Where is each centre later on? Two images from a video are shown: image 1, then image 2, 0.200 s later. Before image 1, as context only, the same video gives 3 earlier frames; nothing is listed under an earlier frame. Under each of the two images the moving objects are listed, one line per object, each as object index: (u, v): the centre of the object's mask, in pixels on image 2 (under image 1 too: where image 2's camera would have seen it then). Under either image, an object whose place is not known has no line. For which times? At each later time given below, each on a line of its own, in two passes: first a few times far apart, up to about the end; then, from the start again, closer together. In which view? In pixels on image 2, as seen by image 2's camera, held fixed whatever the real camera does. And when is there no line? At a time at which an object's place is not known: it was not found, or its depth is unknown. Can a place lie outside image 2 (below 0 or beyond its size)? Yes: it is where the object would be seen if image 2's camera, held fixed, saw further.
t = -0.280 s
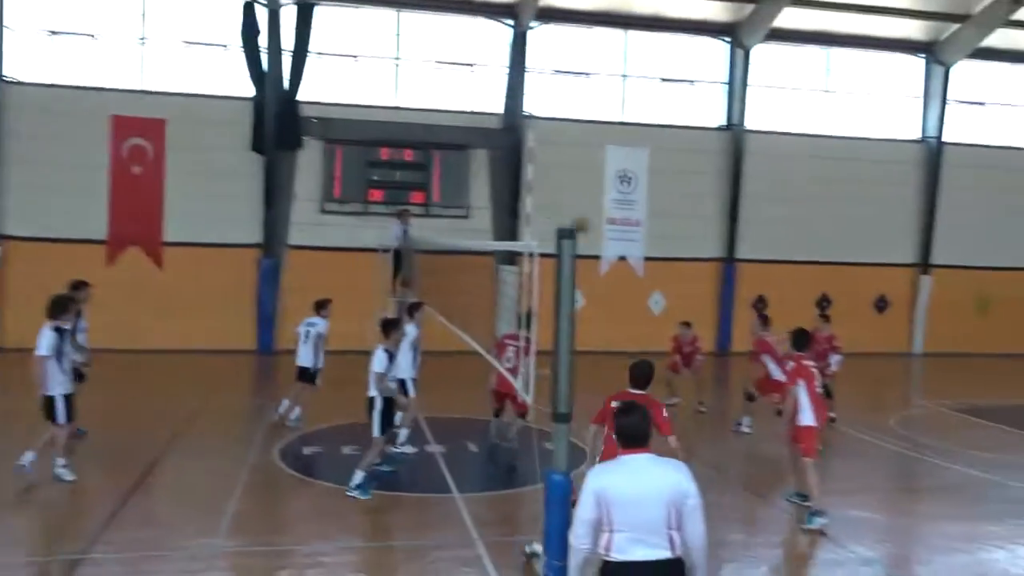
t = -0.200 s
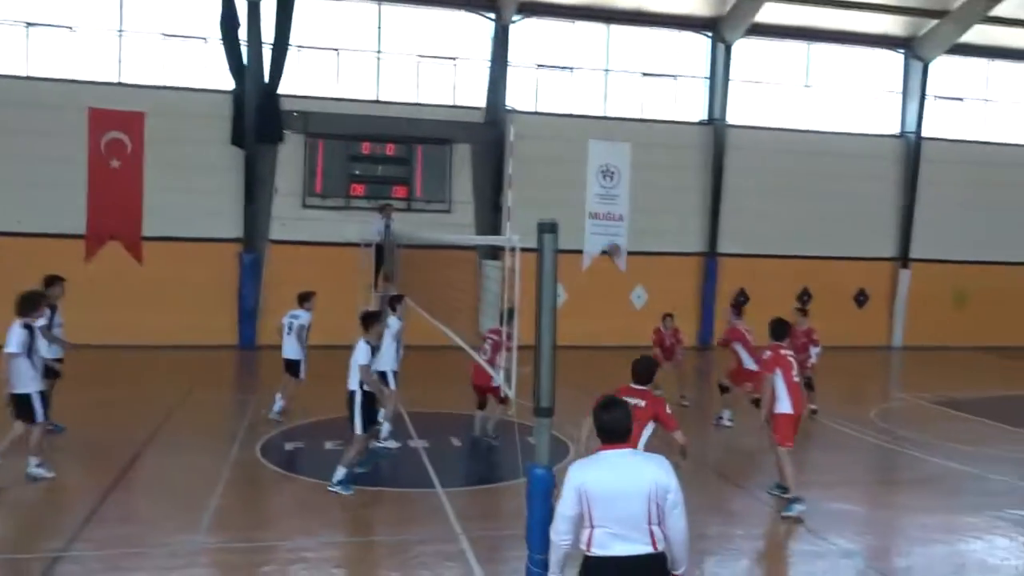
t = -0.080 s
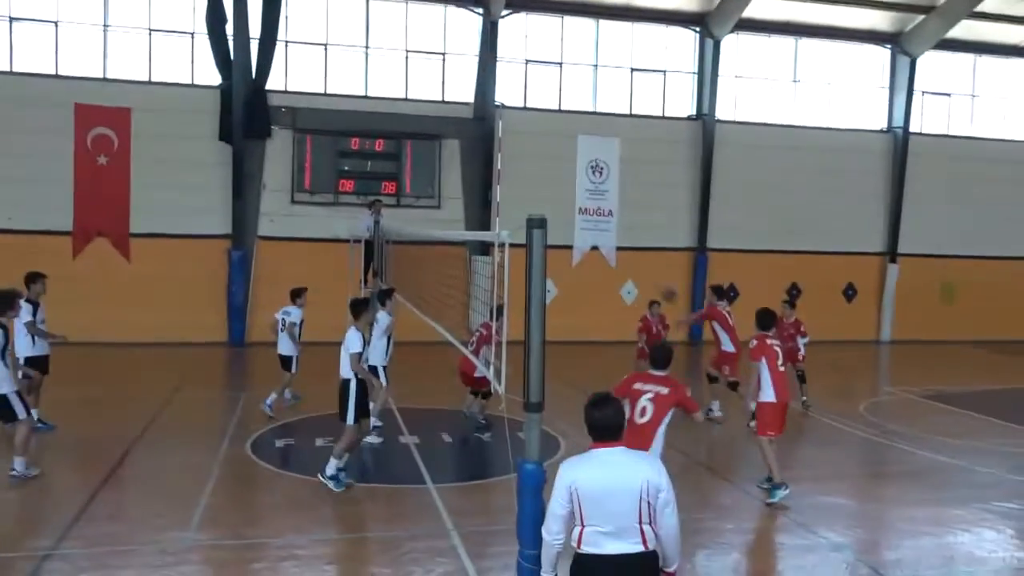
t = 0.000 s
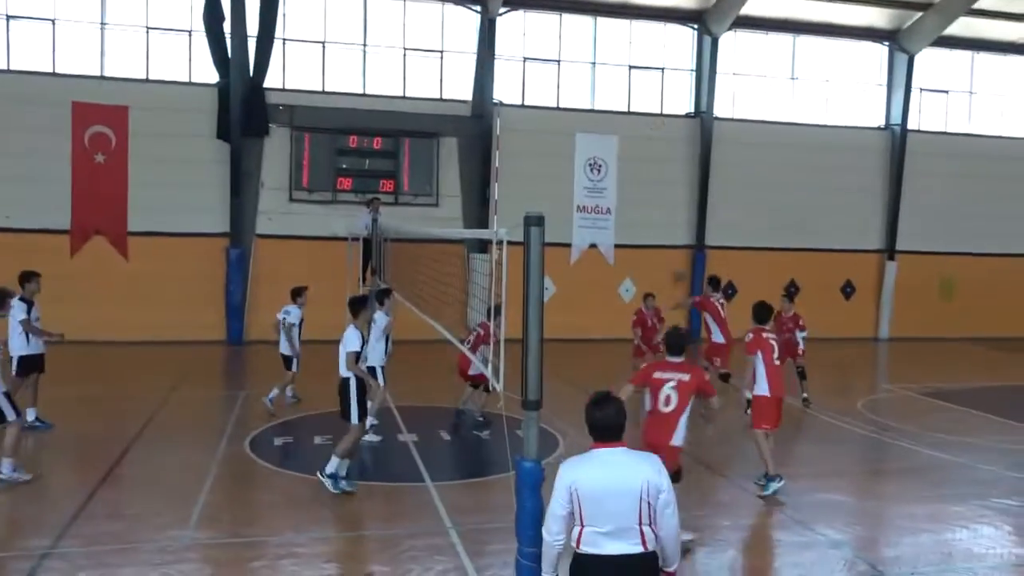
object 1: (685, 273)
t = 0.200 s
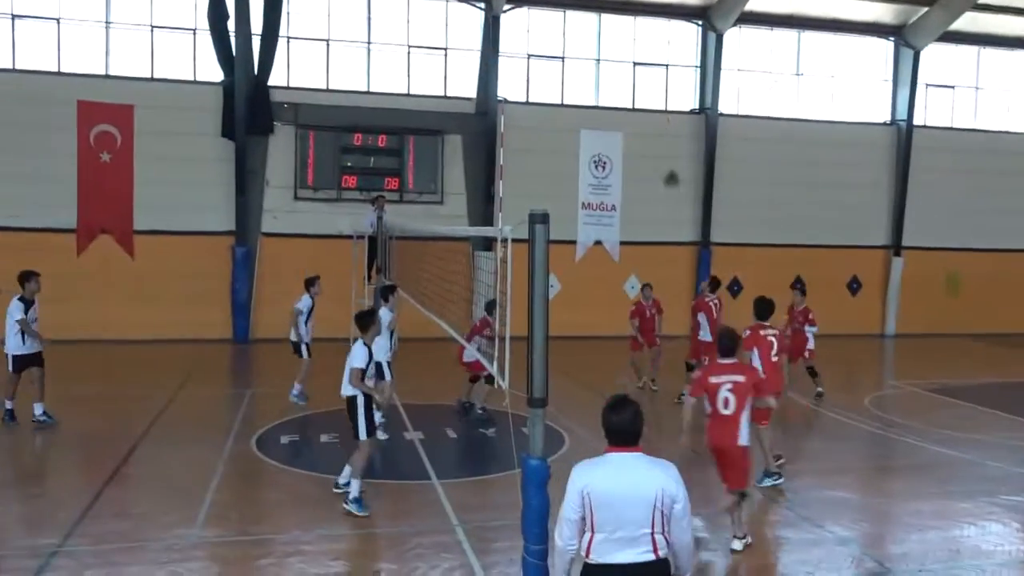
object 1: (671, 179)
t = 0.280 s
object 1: (666, 148)
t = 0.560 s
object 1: (647, 73)
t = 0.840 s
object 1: (625, 58)
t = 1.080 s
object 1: (602, 97)
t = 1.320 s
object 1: (577, 189)
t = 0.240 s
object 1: (669, 162)
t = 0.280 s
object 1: (666, 148)
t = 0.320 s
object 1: (664, 134)
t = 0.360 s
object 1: (662, 121)
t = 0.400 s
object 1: (658, 110)
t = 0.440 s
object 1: (656, 99)
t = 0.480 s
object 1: (653, 89)
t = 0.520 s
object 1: (650, 81)
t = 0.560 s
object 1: (647, 73)
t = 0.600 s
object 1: (644, 67)
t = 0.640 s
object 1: (641, 62)
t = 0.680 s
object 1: (638, 59)
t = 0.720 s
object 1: (635, 57)
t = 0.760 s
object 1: (632, 56)
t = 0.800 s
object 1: (628, 56)
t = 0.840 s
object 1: (625, 58)
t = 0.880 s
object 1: (621, 61)
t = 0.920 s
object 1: (618, 65)
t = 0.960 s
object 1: (614, 71)
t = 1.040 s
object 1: (606, 87)
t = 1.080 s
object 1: (602, 97)
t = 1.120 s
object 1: (598, 109)
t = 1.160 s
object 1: (595, 121)
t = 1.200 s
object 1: (590, 137)
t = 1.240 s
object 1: (586, 152)
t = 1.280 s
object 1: (582, 169)
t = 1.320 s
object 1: (577, 189)
